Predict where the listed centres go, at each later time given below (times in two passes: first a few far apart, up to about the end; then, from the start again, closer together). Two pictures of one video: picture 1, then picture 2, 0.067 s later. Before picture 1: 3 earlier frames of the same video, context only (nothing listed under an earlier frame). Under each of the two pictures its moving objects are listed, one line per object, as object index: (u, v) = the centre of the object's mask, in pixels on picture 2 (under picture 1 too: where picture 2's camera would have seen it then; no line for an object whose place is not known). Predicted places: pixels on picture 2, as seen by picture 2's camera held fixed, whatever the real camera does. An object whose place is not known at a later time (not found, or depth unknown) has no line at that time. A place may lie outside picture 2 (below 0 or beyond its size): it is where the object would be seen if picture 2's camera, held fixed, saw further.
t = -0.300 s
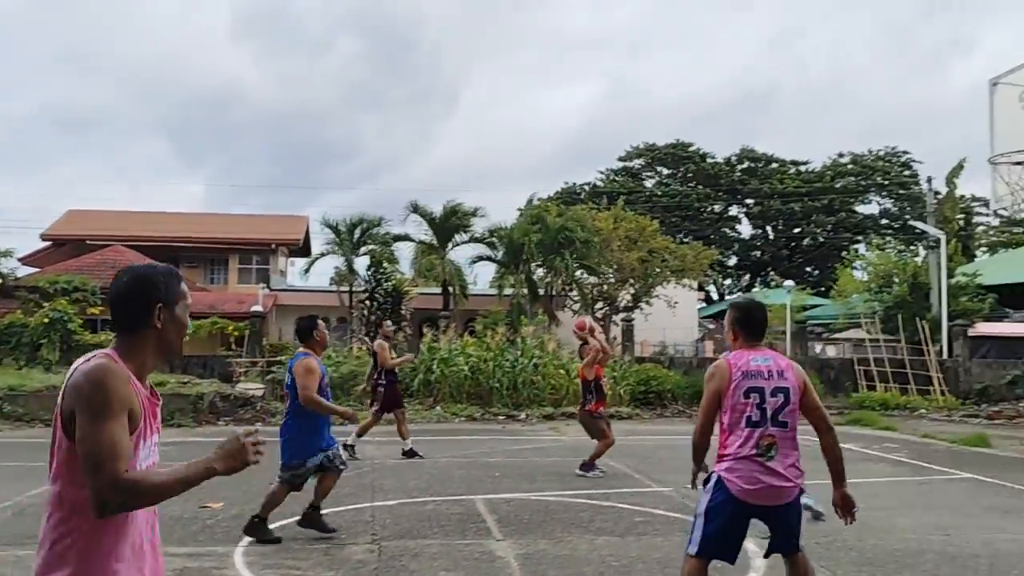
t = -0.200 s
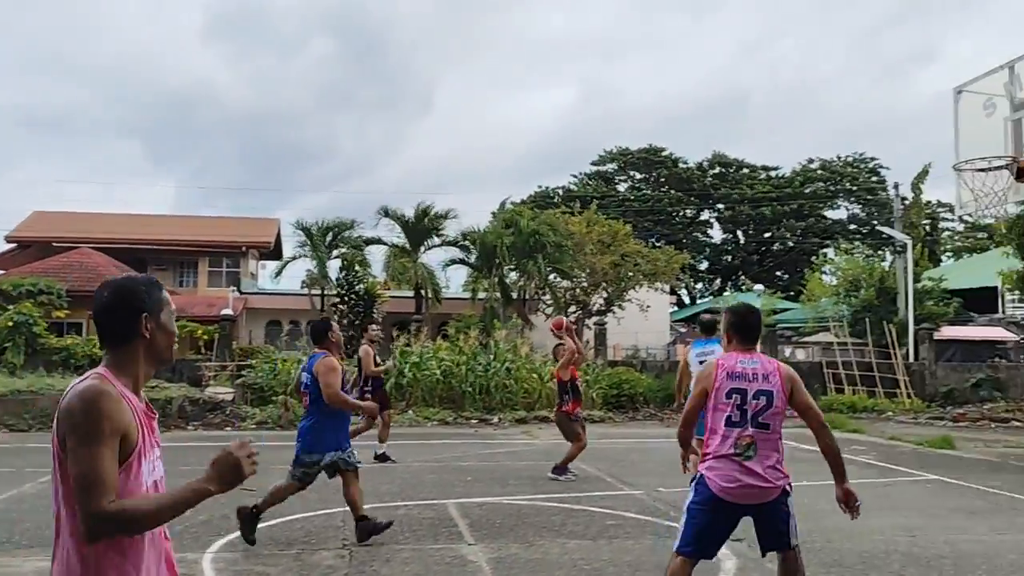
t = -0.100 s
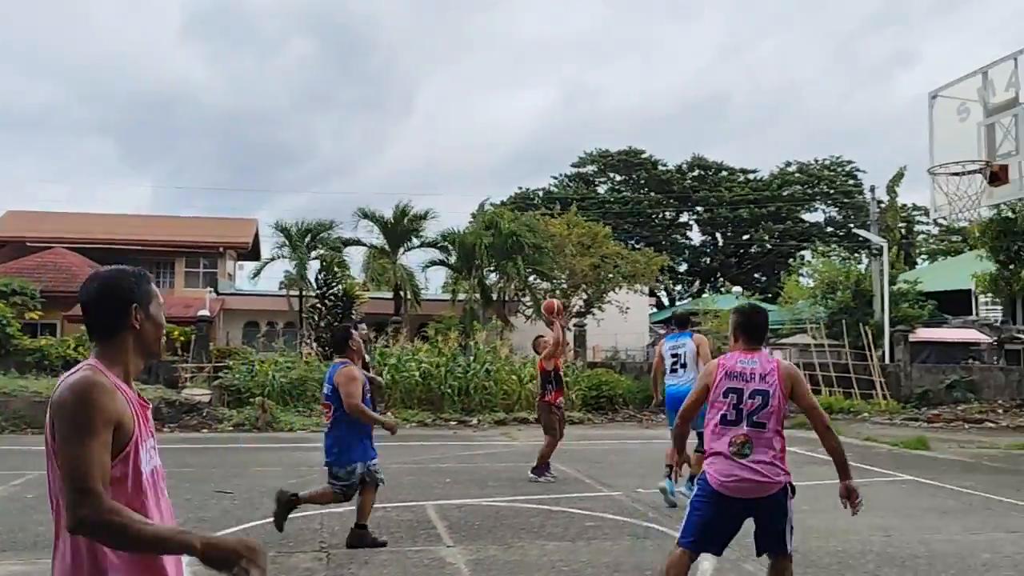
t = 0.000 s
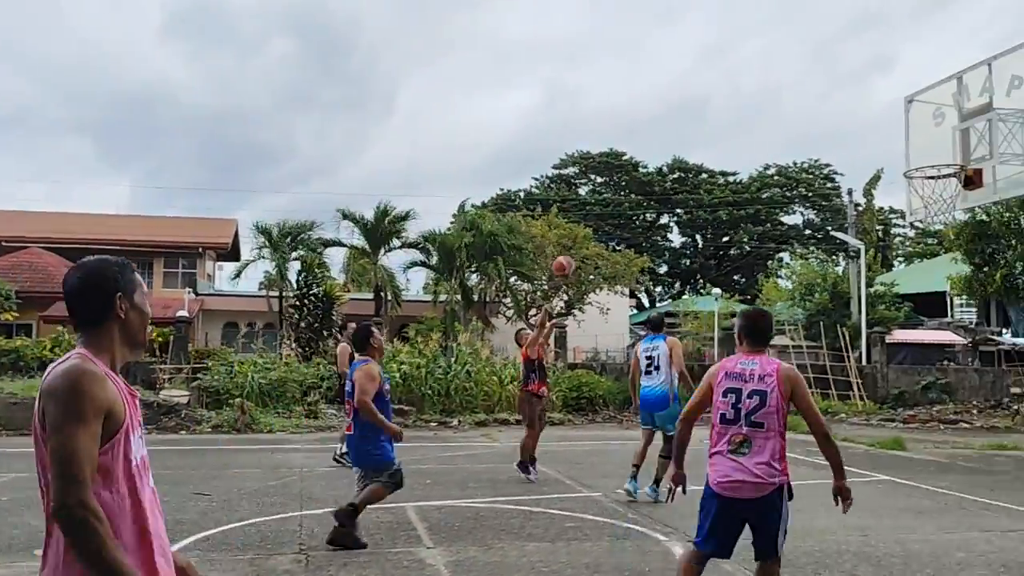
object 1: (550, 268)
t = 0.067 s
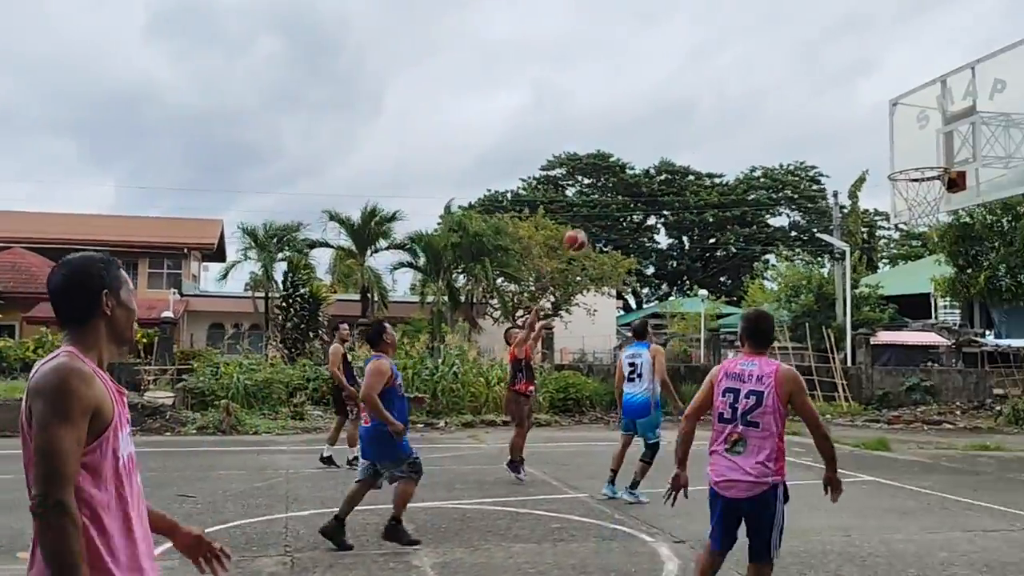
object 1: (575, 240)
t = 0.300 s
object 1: (670, 164)
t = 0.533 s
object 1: (777, 134)
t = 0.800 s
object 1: (920, 165)
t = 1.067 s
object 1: (881, 142)
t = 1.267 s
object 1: (845, 160)
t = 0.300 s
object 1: (670, 164)
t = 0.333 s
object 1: (684, 158)
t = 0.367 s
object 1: (699, 151)
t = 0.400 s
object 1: (714, 145)
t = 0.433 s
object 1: (729, 141)
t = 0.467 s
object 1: (745, 137)
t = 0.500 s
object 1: (761, 135)
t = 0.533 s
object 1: (777, 134)
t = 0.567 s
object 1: (794, 133)
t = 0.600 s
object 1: (811, 134)
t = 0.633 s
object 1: (828, 136)
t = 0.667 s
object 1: (845, 139)
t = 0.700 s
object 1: (864, 143)
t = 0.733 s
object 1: (882, 149)
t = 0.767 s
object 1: (900, 156)
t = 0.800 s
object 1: (920, 165)
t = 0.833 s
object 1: (926, 168)
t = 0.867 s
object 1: (920, 165)
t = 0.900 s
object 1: (913, 160)
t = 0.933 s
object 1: (906, 154)
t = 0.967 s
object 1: (900, 149)
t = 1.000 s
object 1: (893, 145)
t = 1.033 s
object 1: (887, 143)
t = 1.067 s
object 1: (881, 142)
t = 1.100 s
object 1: (875, 142)
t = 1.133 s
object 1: (869, 143)
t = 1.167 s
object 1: (863, 146)
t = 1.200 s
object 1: (857, 149)
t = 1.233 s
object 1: (851, 154)
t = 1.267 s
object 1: (845, 160)
